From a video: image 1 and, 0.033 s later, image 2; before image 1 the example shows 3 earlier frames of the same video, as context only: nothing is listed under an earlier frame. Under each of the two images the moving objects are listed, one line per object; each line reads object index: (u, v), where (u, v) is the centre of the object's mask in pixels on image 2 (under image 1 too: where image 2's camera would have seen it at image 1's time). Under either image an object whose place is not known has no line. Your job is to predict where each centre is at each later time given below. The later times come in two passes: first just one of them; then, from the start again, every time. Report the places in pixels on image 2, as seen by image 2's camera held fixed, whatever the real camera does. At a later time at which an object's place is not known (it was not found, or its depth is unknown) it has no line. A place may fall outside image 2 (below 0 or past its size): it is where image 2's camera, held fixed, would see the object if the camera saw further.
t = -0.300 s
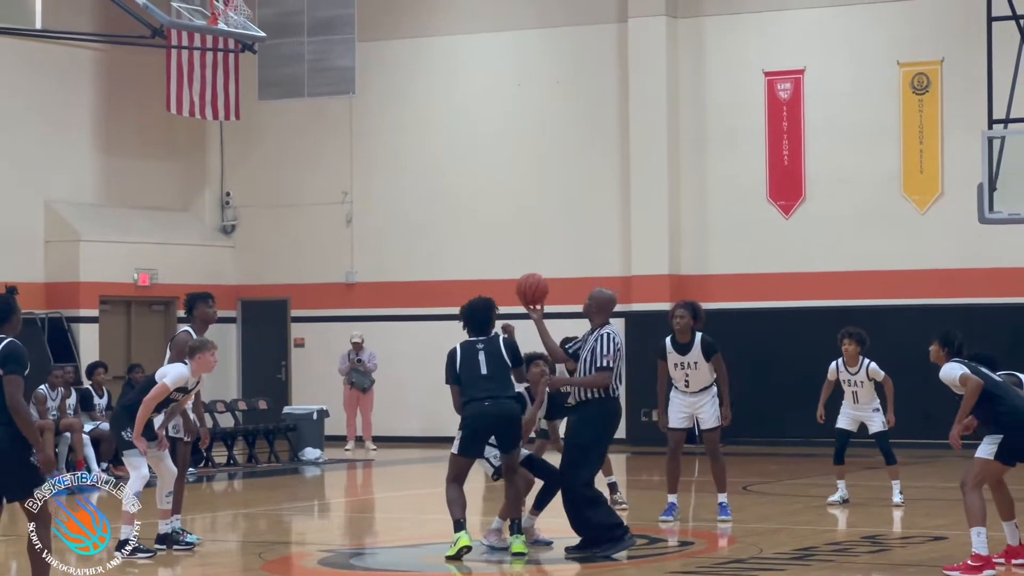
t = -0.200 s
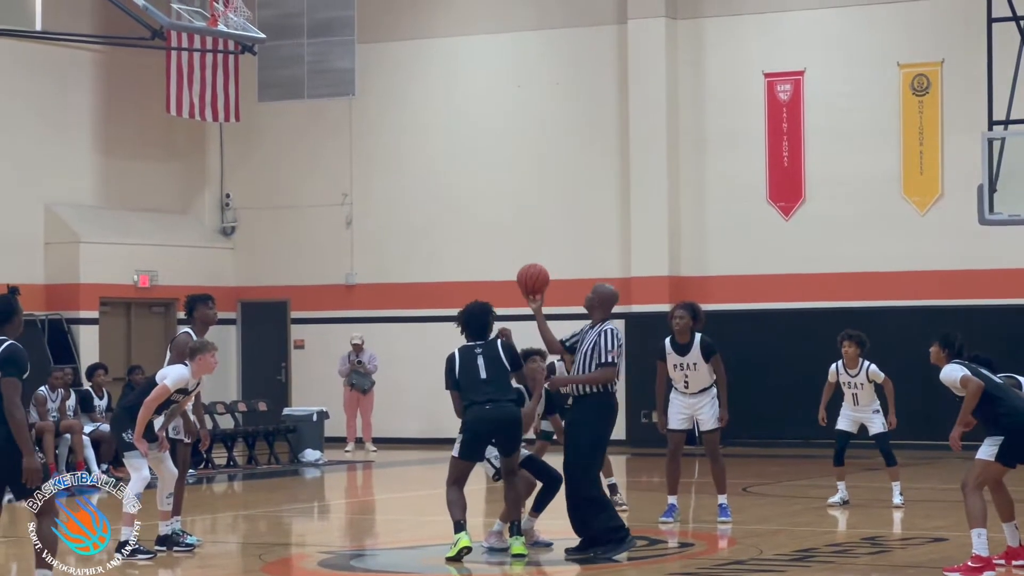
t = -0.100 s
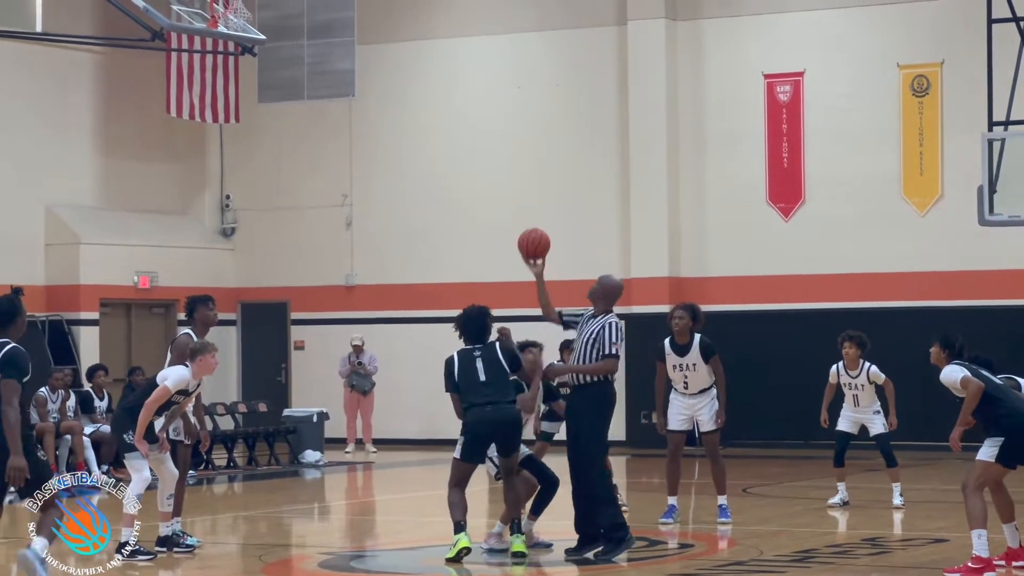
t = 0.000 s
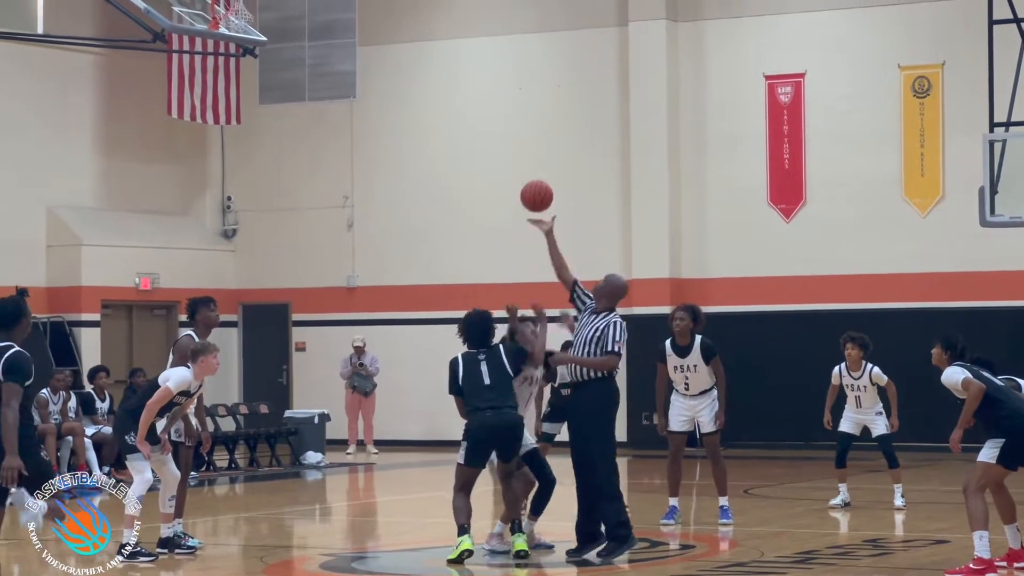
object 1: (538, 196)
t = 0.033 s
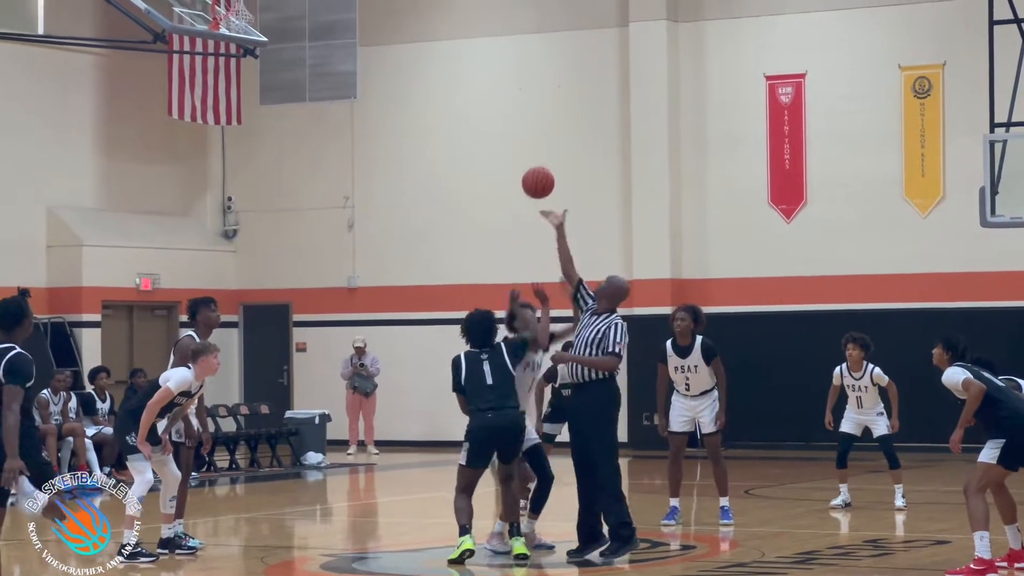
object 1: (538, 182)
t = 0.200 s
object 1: (540, 135)
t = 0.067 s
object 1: (538, 170)
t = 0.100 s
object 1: (539, 159)
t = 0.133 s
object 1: (540, 150)
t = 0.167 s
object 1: (540, 142)
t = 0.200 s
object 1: (540, 135)
